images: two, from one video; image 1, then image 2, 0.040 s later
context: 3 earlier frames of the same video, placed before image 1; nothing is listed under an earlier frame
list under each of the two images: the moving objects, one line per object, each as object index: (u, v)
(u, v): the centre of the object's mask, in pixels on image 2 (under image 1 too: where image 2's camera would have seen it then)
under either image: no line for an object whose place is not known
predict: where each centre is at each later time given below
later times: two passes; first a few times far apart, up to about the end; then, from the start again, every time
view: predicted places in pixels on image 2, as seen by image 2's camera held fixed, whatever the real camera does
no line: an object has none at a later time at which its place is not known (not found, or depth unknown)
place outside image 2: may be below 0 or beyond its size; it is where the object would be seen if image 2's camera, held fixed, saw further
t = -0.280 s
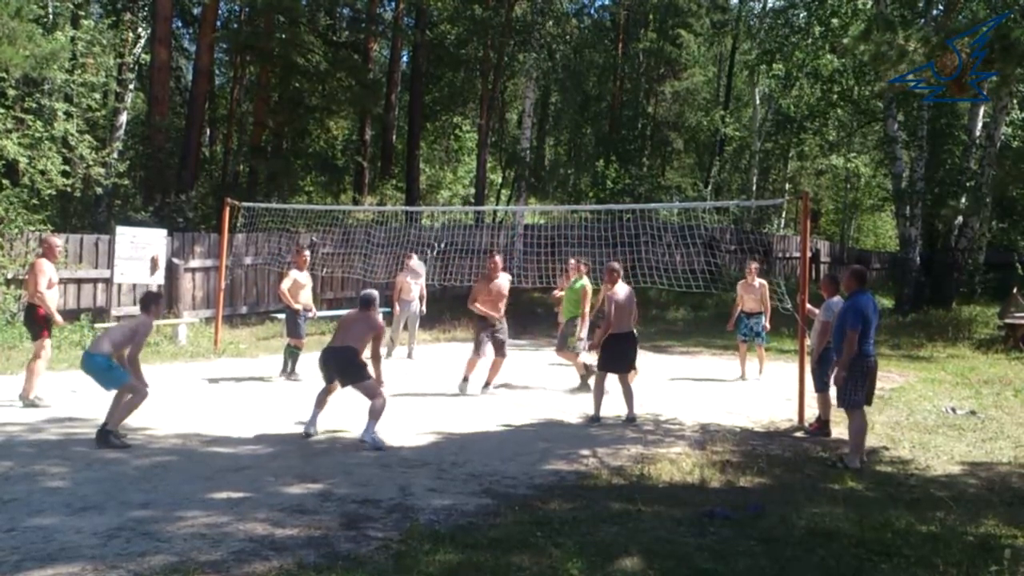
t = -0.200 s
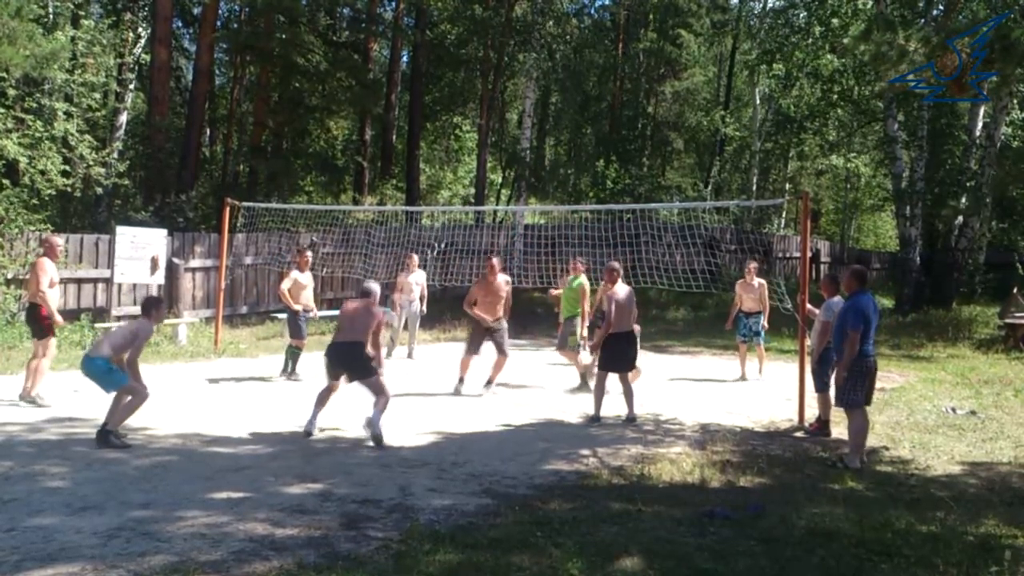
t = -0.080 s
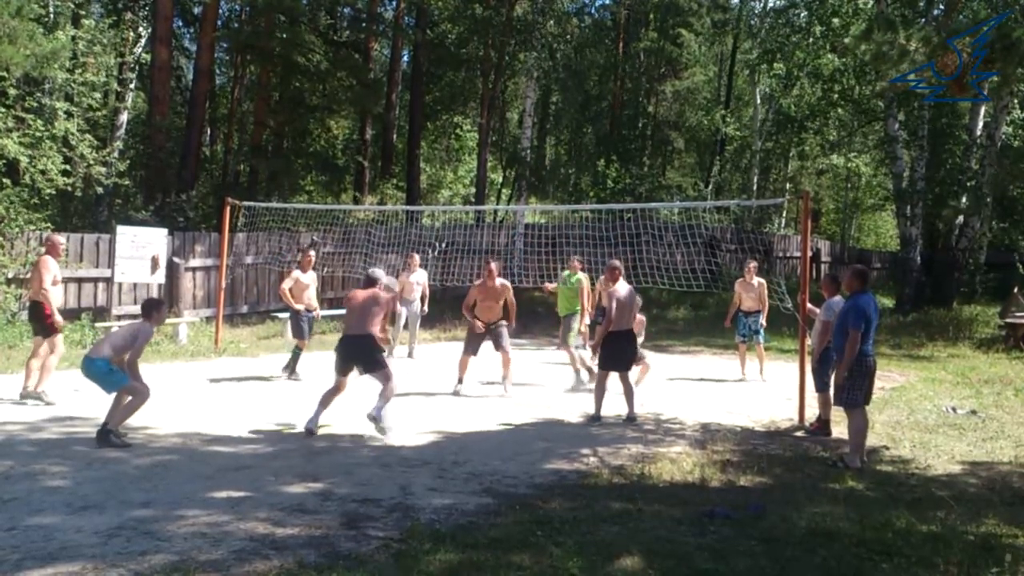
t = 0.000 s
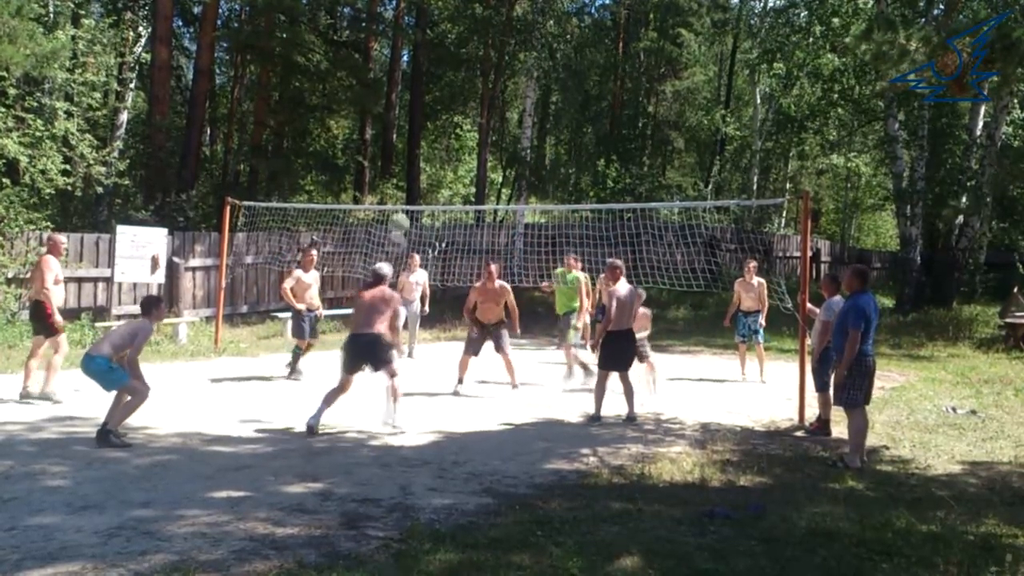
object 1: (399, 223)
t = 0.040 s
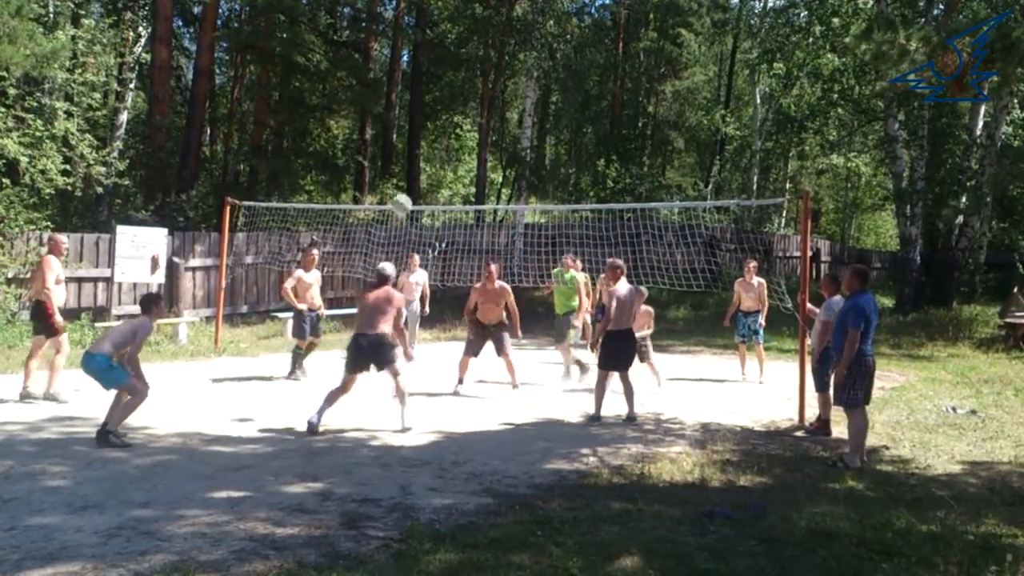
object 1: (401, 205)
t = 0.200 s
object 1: (415, 132)
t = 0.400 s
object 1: (426, 81)
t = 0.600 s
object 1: (434, 65)
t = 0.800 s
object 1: (439, 83)
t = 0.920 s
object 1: (442, 111)
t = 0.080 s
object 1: (405, 187)
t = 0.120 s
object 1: (407, 172)
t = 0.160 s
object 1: (411, 151)
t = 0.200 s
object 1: (415, 132)
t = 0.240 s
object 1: (417, 121)
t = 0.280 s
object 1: (419, 111)
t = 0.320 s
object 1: (422, 98)
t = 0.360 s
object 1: (424, 90)
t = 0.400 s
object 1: (426, 81)
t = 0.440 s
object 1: (428, 75)
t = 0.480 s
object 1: (430, 71)
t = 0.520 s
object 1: (432, 68)
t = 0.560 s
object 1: (433, 66)
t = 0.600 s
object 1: (434, 65)
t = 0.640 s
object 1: (435, 66)
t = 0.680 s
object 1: (436, 69)
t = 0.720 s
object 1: (437, 72)
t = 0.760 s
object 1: (438, 78)
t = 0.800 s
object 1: (439, 83)
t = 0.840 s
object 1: (440, 92)
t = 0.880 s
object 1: (441, 99)
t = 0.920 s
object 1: (442, 111)
